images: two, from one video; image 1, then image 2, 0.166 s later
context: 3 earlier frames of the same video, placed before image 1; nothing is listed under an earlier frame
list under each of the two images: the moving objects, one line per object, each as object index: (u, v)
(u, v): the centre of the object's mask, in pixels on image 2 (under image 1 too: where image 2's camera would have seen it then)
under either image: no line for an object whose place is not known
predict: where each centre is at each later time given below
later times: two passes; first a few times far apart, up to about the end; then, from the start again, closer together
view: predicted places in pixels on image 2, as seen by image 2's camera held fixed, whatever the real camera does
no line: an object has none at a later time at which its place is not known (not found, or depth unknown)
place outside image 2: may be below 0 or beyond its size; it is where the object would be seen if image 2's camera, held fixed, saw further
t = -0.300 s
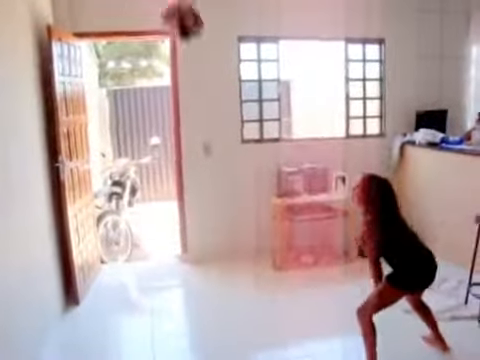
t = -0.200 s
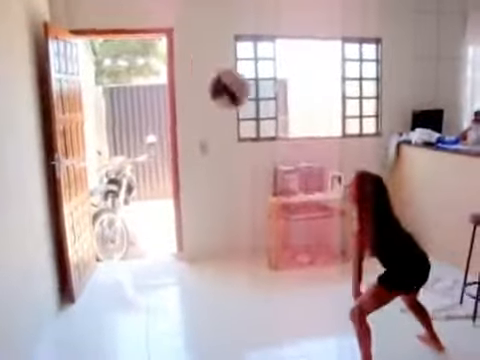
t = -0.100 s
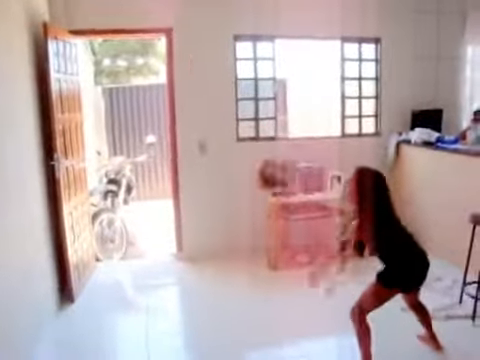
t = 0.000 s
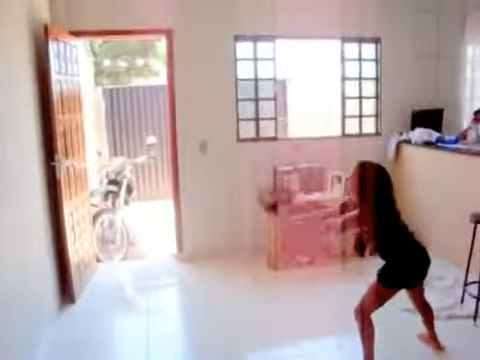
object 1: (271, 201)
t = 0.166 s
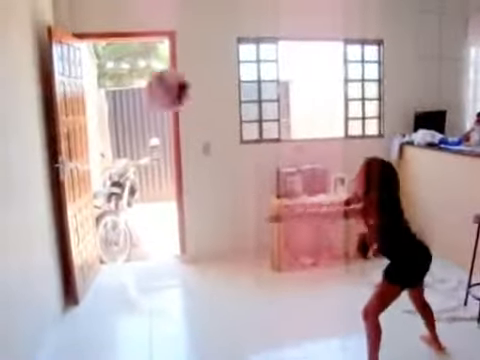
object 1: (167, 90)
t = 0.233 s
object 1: (119, 59)
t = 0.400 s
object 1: (5, 22)
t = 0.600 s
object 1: (102, 35)
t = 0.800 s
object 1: (209, 130)
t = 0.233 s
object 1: (119, 59)
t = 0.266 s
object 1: (95, 47)
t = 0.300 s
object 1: (70, 38)
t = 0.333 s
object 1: (46, 31)
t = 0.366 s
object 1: (23, 25)
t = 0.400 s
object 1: (5, 22)
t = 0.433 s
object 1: (10, 18)
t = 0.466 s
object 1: (28, 17)
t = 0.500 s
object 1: (46, 18)
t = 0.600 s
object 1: (102, 35)
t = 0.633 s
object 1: (119, 45)
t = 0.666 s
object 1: (138, 58)
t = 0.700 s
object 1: (156, 73)
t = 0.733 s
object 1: (174, 89)
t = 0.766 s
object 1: (194, 108)
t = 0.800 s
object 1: (209, 130)
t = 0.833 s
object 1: (226, 153)
